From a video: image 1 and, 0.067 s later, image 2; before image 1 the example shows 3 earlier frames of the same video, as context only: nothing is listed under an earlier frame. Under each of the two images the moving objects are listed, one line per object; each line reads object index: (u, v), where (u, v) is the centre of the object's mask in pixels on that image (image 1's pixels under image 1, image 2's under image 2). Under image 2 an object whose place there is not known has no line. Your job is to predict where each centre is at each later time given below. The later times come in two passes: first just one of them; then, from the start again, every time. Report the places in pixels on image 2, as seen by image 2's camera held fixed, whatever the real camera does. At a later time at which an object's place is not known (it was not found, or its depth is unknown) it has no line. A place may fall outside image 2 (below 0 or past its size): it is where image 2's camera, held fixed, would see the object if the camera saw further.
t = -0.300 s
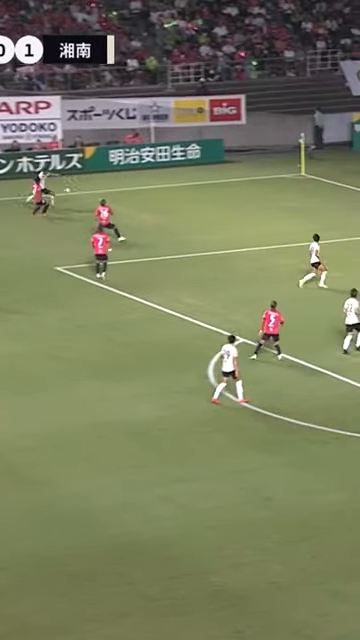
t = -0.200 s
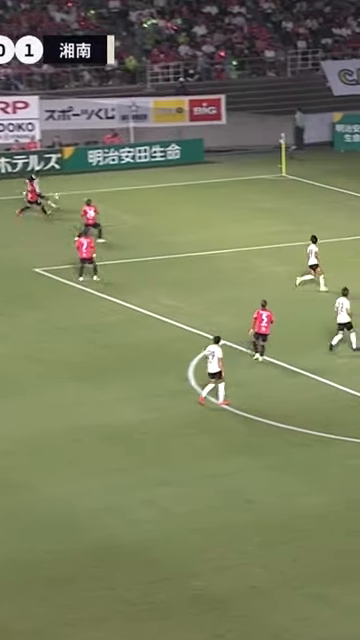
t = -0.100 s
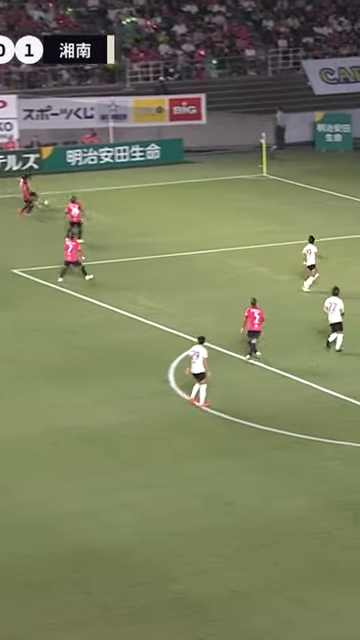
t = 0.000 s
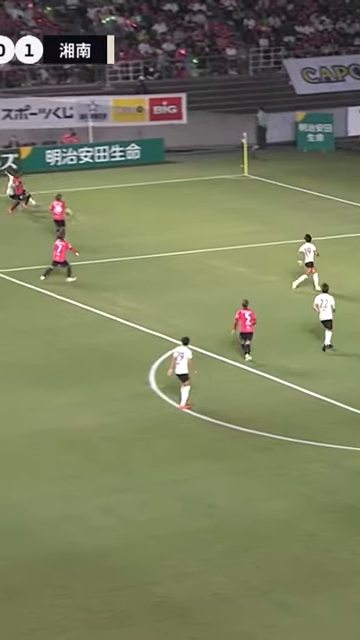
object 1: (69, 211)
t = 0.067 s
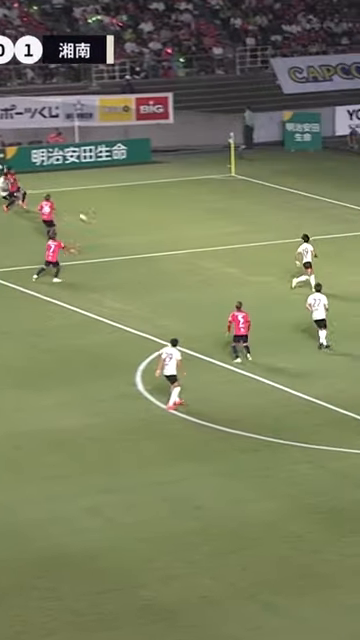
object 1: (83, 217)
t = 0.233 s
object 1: (145, 233)
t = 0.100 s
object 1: (94, 220)
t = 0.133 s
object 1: (108, 225)
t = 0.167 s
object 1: (119, 226)
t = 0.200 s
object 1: (132, 230)
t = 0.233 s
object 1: (145, 233)
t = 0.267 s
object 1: (156, 236)
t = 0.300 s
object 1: (169, 239)
